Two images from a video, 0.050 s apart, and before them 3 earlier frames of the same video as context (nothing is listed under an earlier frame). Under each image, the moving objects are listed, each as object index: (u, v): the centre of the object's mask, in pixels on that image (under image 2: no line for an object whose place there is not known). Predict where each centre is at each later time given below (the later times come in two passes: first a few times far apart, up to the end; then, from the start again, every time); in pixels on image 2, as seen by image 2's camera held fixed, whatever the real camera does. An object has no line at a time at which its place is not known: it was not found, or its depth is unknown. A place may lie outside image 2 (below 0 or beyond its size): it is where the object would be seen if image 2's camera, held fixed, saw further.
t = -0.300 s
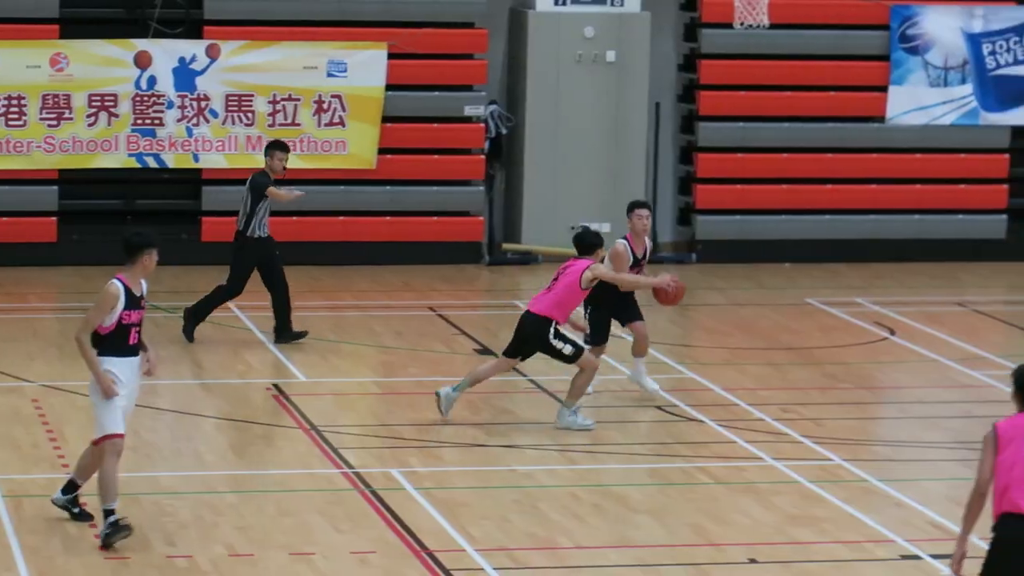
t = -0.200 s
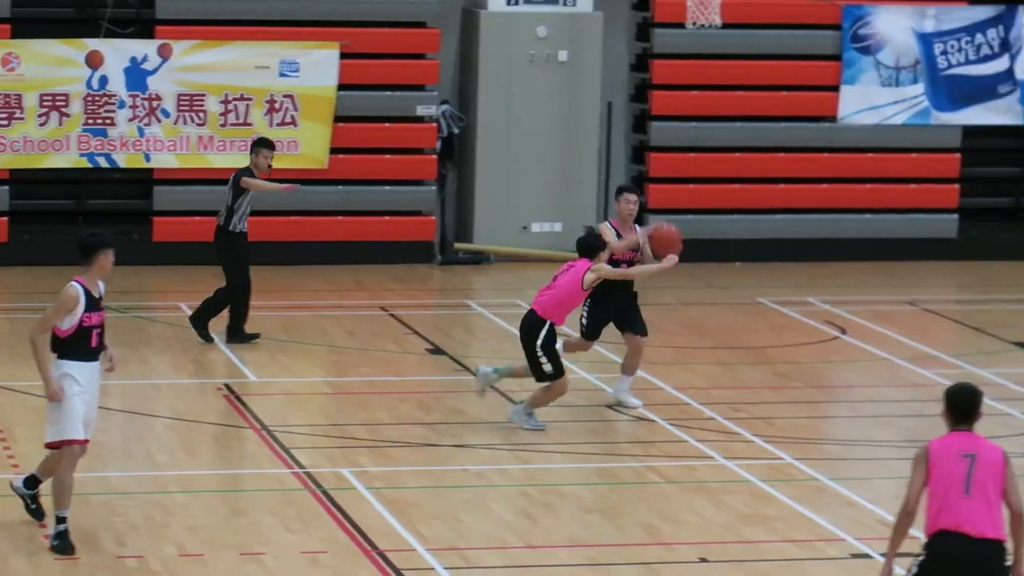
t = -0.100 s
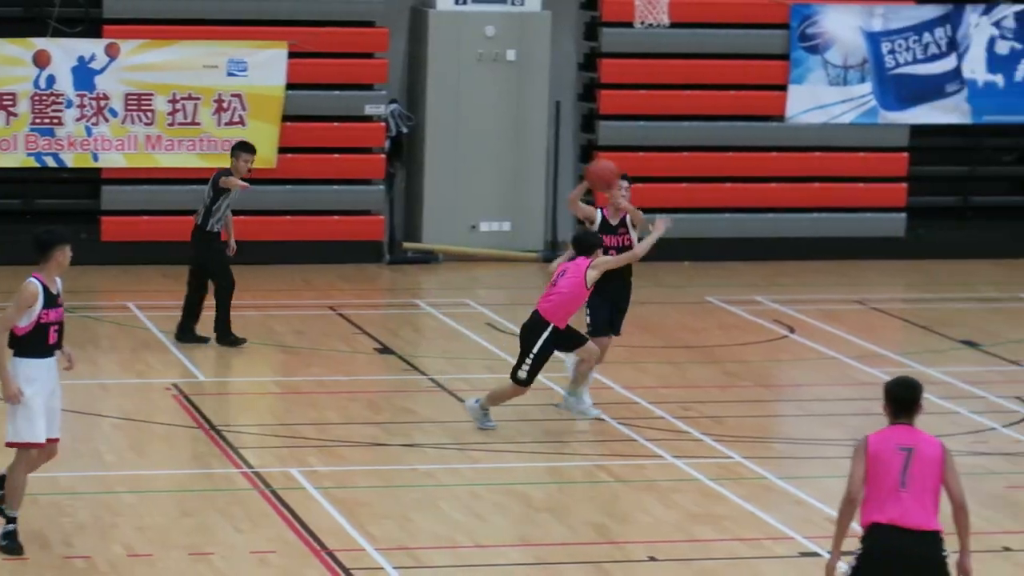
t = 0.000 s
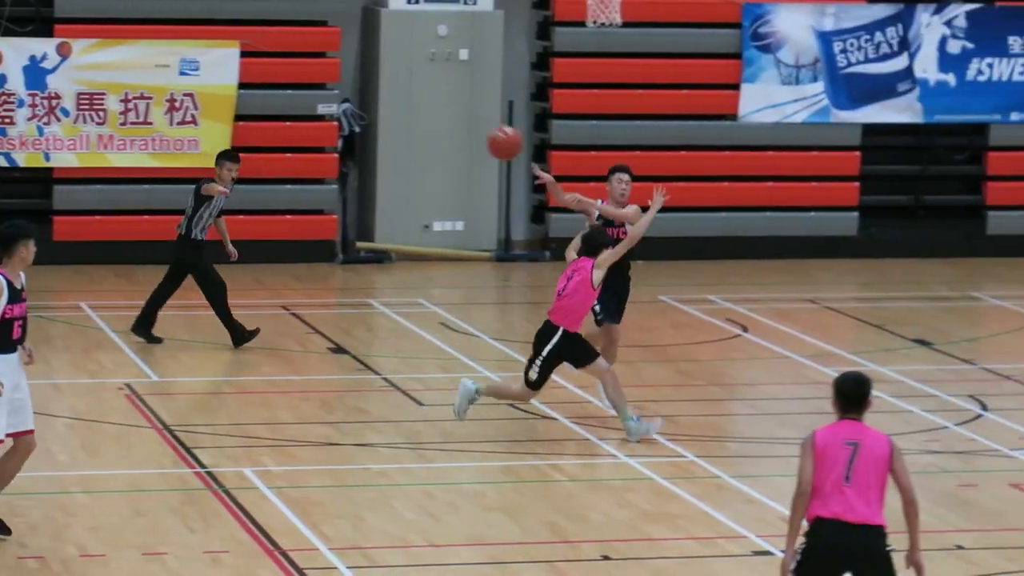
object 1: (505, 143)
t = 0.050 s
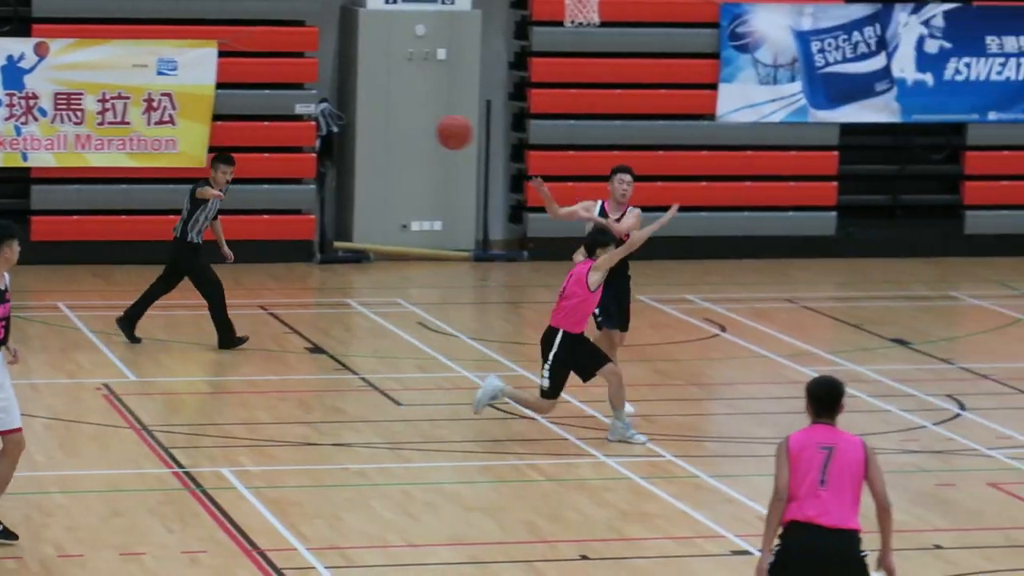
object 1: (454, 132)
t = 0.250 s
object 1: (332, 122)
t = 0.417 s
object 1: (215, 159)
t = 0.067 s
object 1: (445, 129)
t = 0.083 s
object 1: (435, 126)
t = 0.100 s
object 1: (425, 125)
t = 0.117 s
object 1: (415, 123)
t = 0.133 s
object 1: (405, 121)
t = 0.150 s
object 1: (395, 120)
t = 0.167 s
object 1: (384, 120)
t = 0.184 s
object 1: (374, 119)
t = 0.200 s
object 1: (363, 120)
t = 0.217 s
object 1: (353, 120)
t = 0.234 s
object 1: (342, 121)
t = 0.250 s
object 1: (332, 122)
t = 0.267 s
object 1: (321, 124)
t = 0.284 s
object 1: (308, 126)
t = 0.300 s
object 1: (298, 129)
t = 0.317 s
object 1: (285, 132)
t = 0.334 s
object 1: (275, 135)
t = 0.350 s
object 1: (263, 139)
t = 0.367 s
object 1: (251, 143)
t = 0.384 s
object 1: (239, 148)
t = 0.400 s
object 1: (227, 152)
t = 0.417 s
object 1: (215, 159)
